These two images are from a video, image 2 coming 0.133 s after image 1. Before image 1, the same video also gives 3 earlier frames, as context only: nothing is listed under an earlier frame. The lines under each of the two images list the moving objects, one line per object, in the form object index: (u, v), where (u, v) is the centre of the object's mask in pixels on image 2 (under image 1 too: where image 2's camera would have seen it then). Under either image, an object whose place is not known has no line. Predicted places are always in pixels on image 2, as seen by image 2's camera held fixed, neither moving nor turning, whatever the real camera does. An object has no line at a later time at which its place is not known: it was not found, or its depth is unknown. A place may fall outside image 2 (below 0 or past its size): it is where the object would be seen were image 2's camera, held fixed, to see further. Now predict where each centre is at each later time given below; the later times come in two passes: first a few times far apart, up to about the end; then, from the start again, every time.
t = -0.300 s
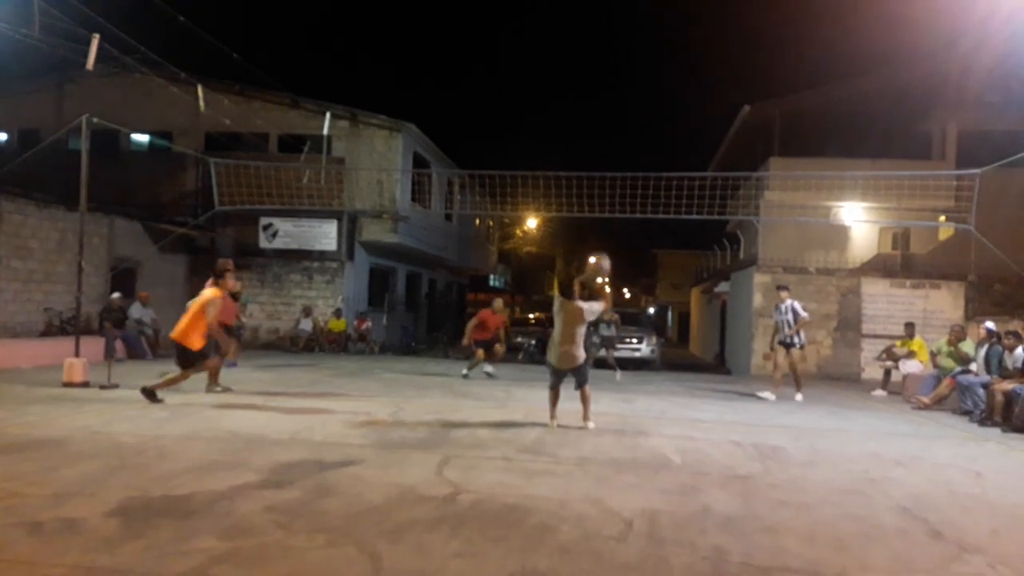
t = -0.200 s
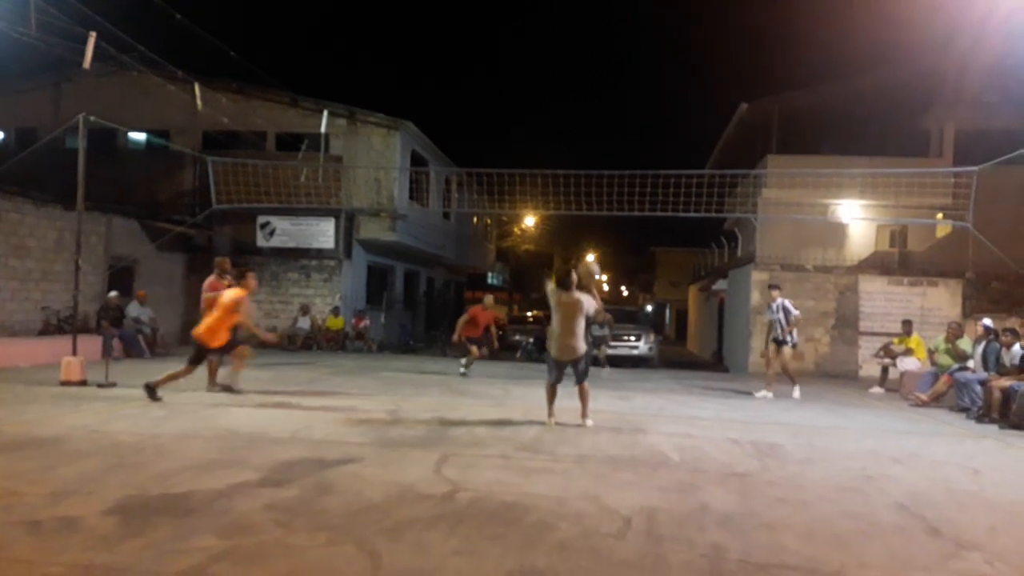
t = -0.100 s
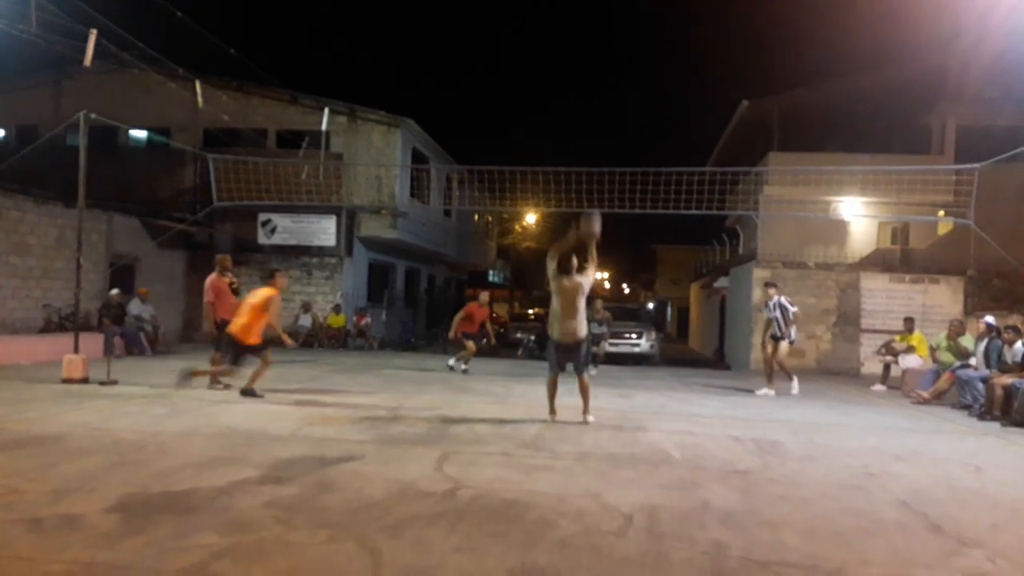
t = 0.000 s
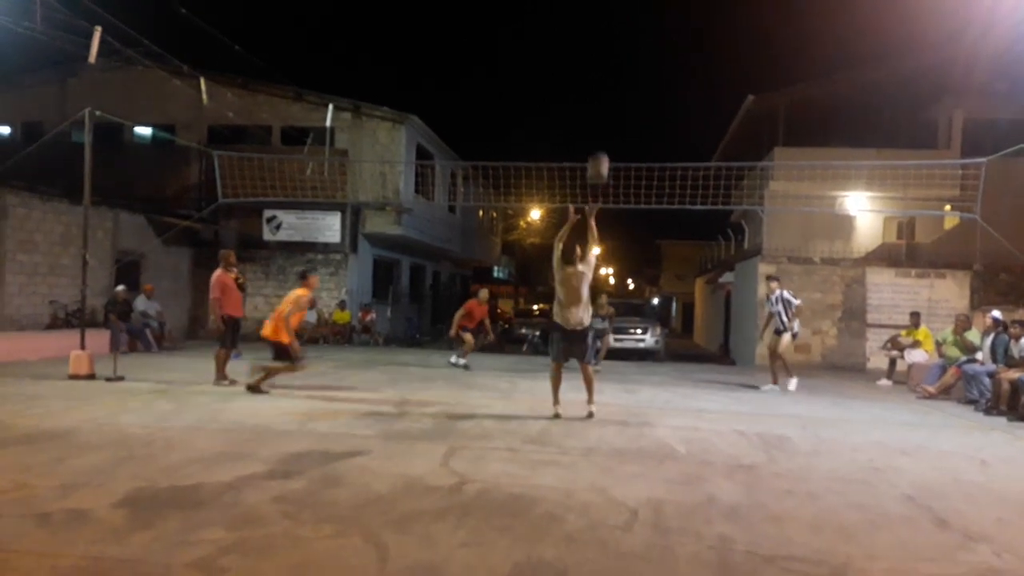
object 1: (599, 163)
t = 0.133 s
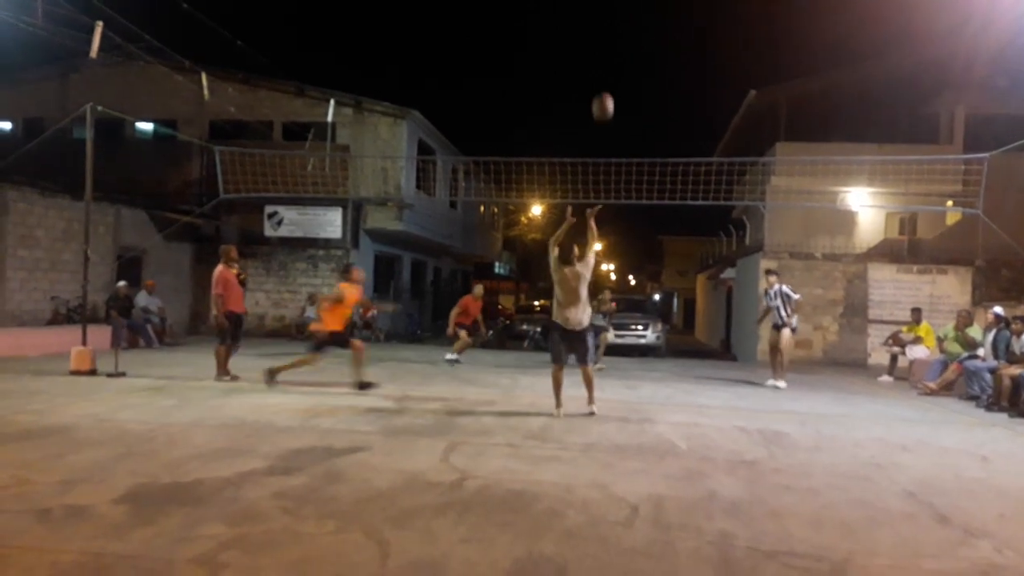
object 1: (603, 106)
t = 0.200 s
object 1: (604, 83)
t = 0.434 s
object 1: (607, 41)
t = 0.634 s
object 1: (606, 44)
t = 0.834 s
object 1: (604, 84)
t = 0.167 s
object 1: (604, 93)
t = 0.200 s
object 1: (604, 83)
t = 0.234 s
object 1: (605, 74)
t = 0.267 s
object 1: (605, 66)
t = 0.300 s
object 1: (606, 58)
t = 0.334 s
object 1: (606, 52)
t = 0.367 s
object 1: (606, 48)
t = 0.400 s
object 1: (606, 44)
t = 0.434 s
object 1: (607, 41)
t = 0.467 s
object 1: (607, 39)
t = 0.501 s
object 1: (607, 38)
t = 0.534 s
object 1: (607, 38)
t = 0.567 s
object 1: (607, 39)
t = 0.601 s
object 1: (606, 41)
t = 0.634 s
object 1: (606, 44)
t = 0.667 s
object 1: (606, 49)
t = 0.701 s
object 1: (606, 54)
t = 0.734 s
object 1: (606, 60)
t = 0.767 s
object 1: (605, 67)
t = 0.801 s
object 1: (605, 74)
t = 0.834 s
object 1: (604, 84)
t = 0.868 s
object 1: (604, 93)
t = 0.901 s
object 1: (603, 105)
